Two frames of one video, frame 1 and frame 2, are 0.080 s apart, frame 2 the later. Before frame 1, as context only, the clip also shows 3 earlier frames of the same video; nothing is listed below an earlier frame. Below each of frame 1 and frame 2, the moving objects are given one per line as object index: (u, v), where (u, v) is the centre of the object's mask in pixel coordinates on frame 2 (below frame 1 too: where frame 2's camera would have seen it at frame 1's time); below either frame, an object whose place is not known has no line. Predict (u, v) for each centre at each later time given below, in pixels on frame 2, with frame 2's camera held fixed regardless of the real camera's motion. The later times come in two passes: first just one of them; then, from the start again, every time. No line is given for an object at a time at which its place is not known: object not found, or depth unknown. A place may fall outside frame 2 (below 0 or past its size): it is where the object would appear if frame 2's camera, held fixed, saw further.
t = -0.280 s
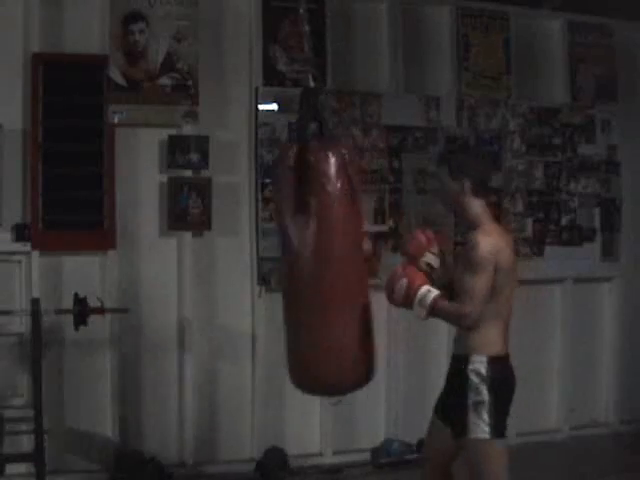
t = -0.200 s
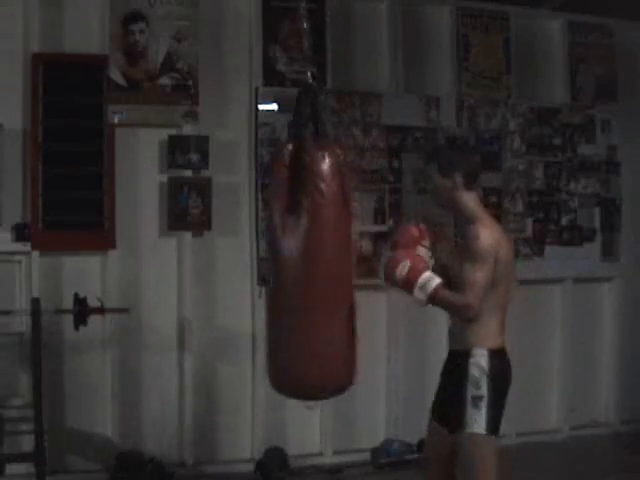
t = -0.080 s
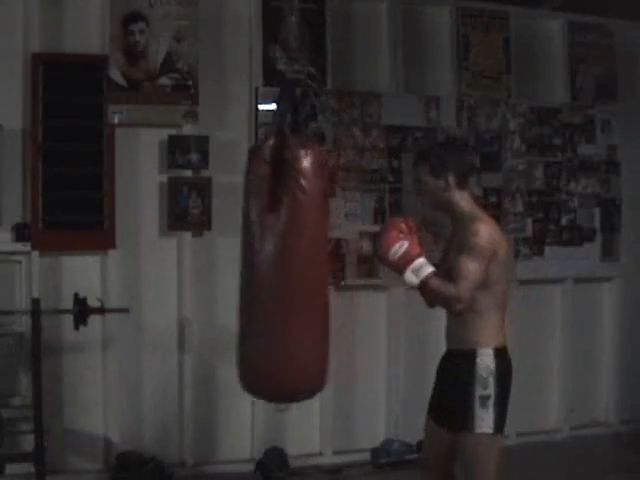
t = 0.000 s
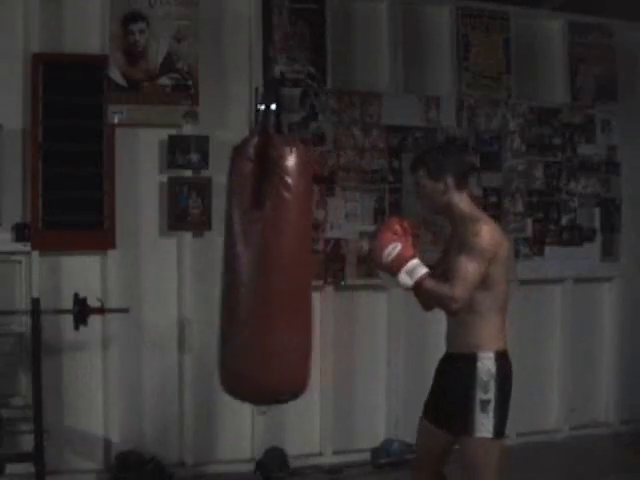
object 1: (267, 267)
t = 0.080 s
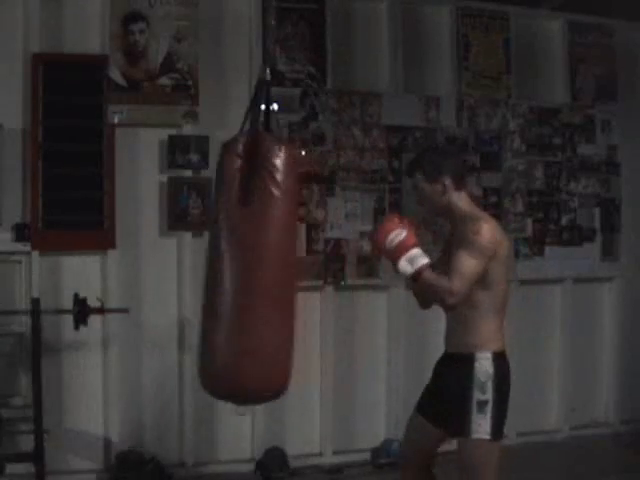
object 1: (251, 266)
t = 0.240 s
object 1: (226, 262)
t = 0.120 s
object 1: (244, 265)
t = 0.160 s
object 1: (238, 264)
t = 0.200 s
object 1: (232, 263)
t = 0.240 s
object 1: (226, 262)
